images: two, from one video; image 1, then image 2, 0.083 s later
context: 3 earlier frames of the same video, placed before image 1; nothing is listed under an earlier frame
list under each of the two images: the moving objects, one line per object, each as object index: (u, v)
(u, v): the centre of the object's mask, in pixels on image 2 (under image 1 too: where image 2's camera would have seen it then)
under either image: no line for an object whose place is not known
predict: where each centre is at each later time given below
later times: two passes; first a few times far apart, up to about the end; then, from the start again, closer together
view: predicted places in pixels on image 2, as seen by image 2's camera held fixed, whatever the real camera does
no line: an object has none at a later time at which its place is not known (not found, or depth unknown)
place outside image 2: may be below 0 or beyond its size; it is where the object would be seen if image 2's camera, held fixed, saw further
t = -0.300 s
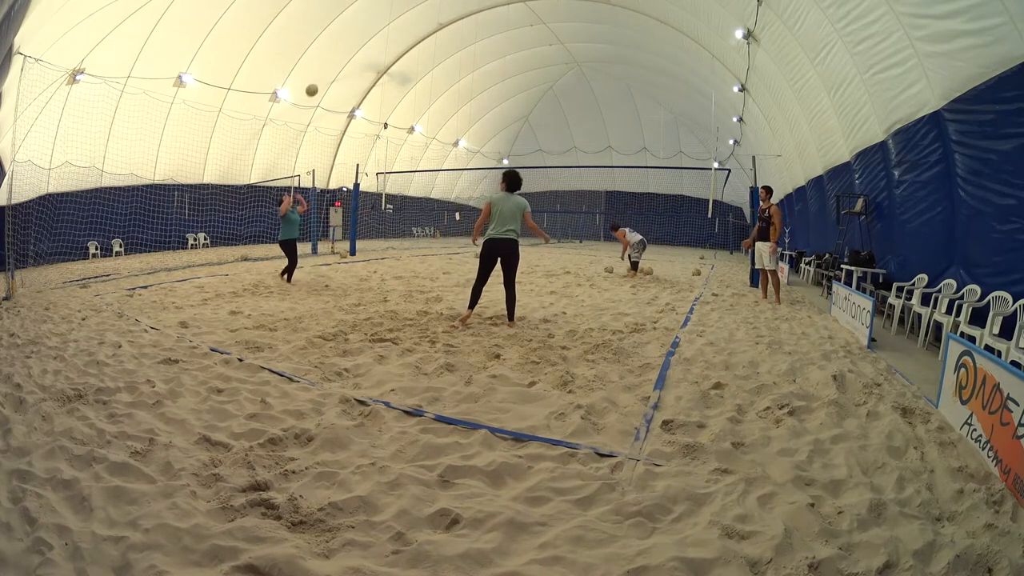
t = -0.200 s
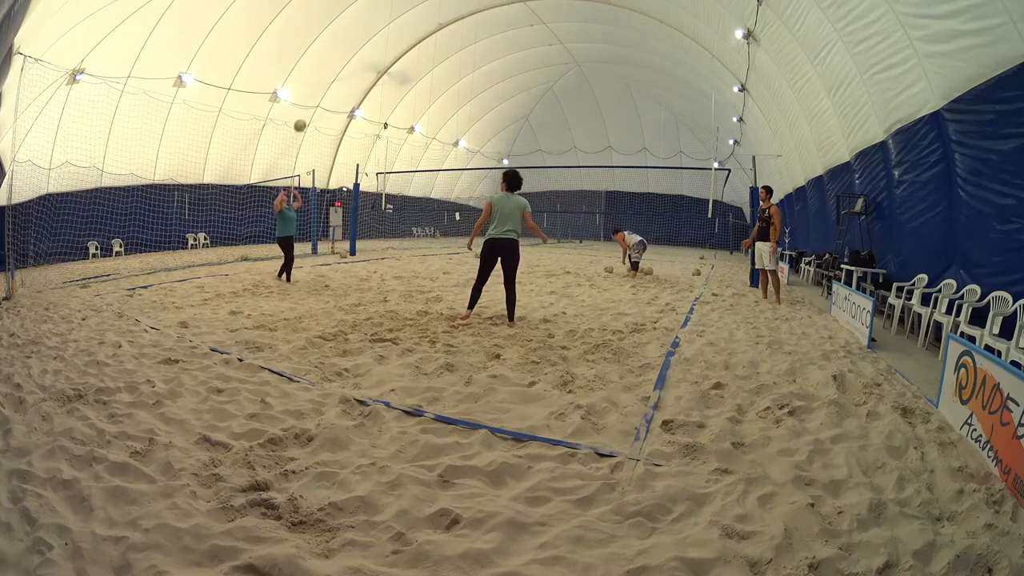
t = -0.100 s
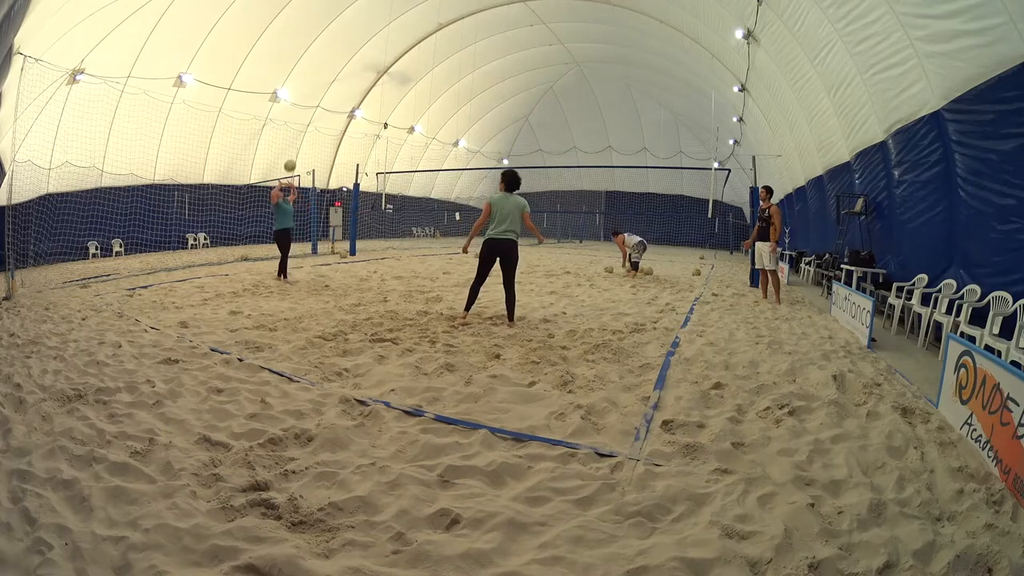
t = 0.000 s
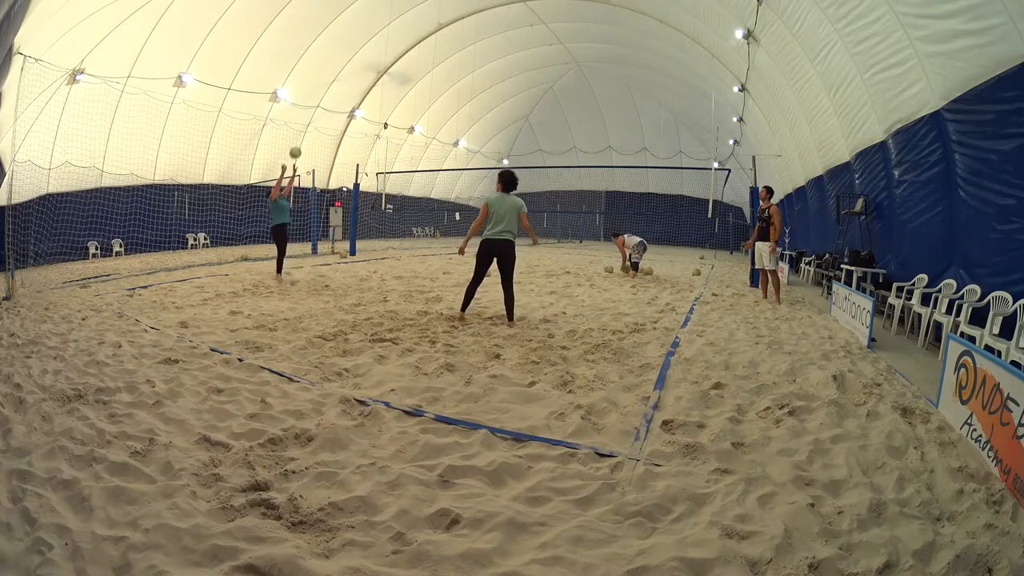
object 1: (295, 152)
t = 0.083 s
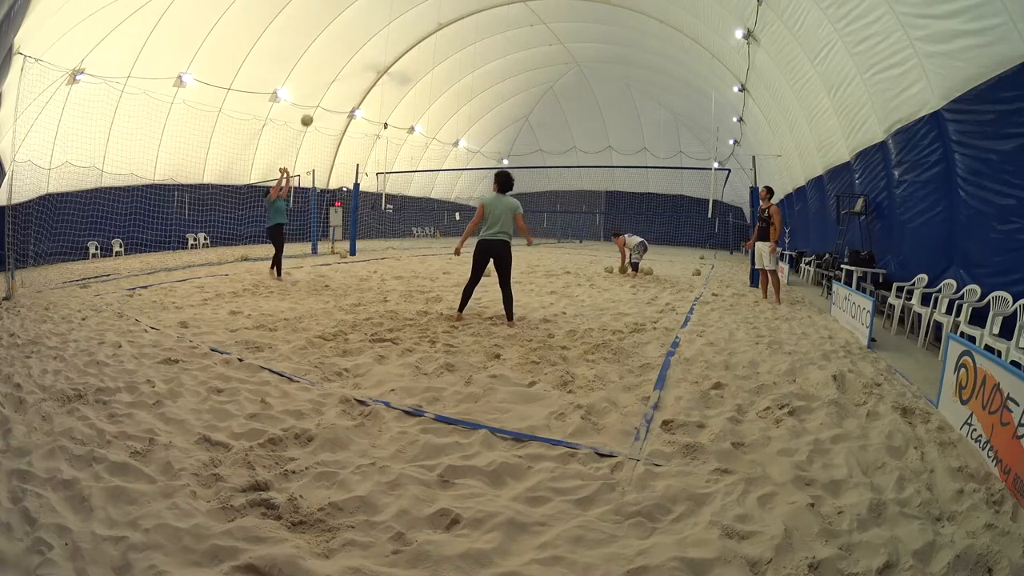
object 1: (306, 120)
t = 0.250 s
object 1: (330, 68)
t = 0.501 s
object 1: (363, 20)
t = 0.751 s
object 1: (392, 5)
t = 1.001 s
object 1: (420, 23)
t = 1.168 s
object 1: (437, 56)
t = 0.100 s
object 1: (309, 114)
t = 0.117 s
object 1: (311, 108)
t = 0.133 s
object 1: (313, 103)
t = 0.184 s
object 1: (321, 87)
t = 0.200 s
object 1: (323, 82)
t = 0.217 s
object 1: (325, 77)
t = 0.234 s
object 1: (328, 72)
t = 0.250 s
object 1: (330, 68)
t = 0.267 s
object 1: (333, 64)
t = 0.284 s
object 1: (335, 60)
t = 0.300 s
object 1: (337, 56)
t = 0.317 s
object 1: (339, 52)
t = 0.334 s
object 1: (341, 48)
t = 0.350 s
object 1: (344, 44)
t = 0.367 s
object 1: (346, 41)
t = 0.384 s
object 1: (348, 38)
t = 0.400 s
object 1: (350, 35)
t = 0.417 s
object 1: (352, 32)
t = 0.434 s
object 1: (354, 29)
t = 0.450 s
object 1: (357, 27)
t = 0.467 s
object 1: (359, 24)
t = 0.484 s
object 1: (361, 22)
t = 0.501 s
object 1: (363, 20)
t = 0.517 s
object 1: (365, 18)
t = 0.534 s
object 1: (367, 16)
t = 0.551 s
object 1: (369, 15)
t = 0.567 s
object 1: (371, 13)
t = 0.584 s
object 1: (373, 12)
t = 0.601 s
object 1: (375, 11)
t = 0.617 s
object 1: (377, 9)
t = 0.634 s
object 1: (379, 8)
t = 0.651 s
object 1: (381, 7)
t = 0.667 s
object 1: (383, 7)
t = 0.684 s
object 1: (385, 6)
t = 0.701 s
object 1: (387, 6)
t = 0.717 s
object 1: (389, 6)
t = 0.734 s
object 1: (391, 6)
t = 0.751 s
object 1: (392, 5)
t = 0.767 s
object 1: (394, 6)
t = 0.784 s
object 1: (396, 6)
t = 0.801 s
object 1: (398, 6)
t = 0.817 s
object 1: (400, 6)
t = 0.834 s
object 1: (402, 7)
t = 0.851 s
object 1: (404, 8)
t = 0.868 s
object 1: (405, 9)
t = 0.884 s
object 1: (407, 10)
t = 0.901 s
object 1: (409, 12)
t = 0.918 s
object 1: (411, 13)
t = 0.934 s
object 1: (413, 15)
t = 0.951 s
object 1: (414, 17)
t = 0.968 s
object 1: (416, 18)
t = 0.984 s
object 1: (418, 21)
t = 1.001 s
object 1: (420, 23)
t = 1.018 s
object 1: (422, 25)
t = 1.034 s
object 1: (423, 28)
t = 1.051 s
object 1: (425, 31)
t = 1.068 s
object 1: (426, 34)
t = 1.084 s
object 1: (428, 37)
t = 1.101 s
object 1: (430, 41)
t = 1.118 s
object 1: (432, 44)
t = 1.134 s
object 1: (434, 48)
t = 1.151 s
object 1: (435, 51)
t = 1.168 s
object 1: (437, 56)
